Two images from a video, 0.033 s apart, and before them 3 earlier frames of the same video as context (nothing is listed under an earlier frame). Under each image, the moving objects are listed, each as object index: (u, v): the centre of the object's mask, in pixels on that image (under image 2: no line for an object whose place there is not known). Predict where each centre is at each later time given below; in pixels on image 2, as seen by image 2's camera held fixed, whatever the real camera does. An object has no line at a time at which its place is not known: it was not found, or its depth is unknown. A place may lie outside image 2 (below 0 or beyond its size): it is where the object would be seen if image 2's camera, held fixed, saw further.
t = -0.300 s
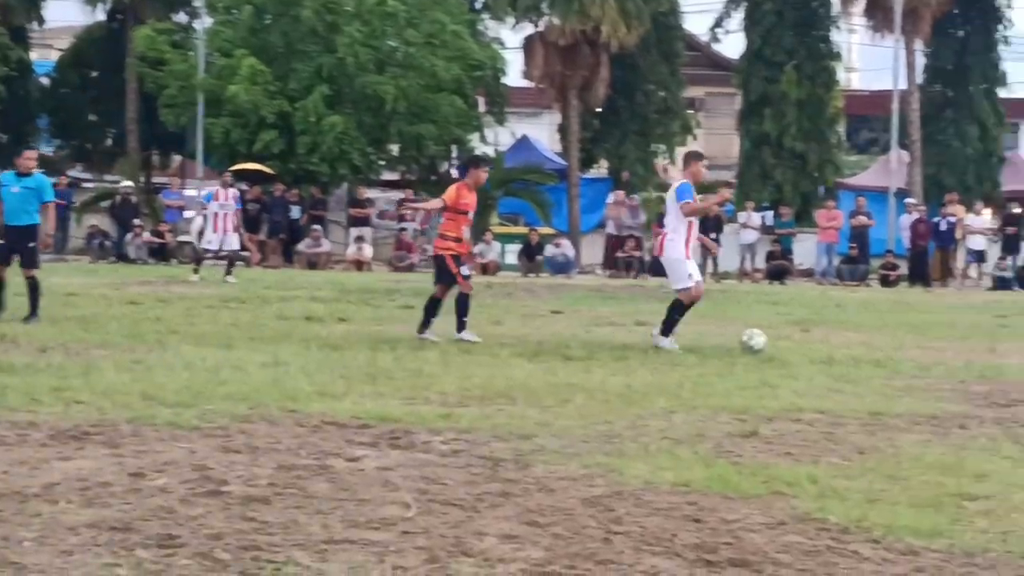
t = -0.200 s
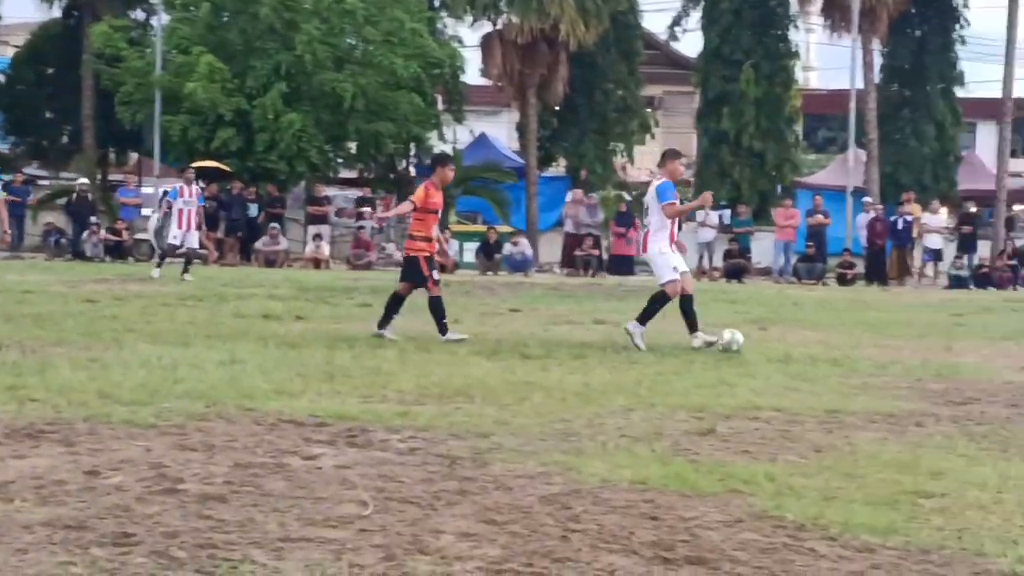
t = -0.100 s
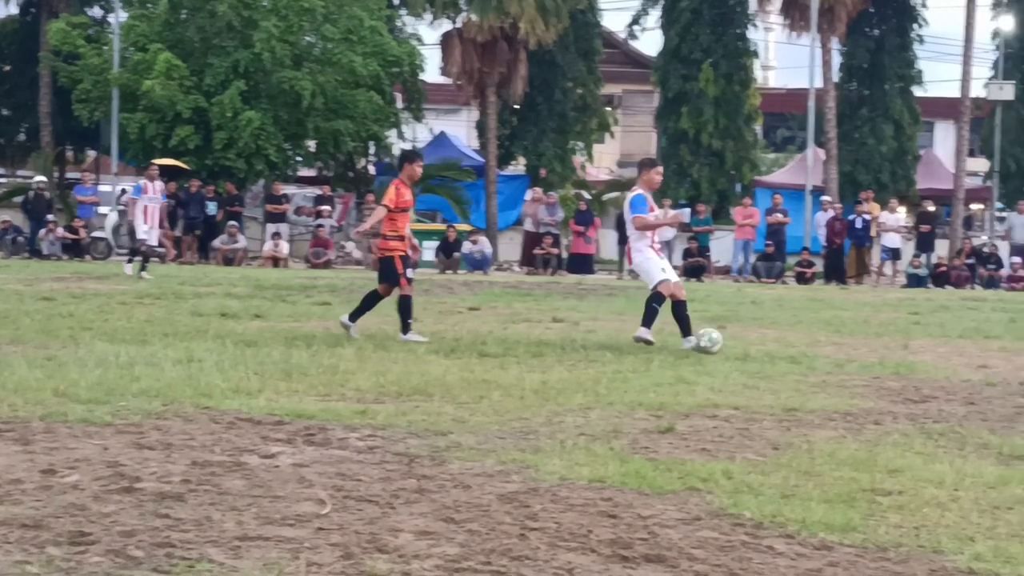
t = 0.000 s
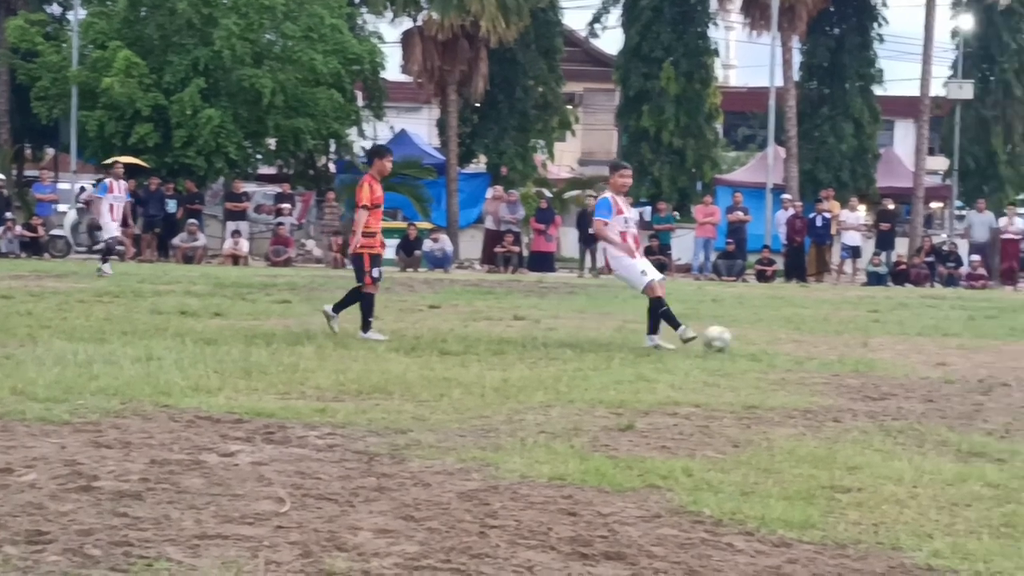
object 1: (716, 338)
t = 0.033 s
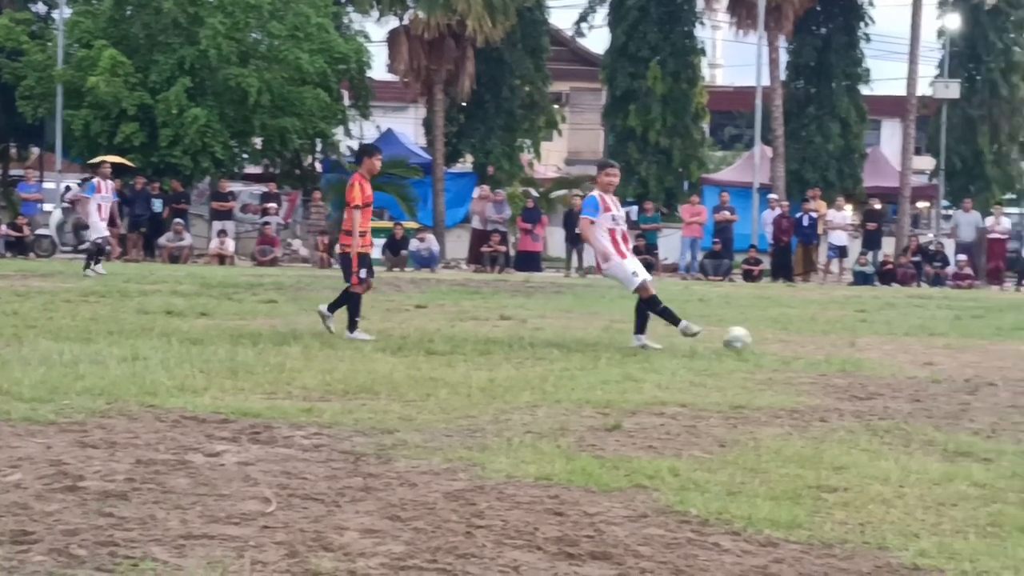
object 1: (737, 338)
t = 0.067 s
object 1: (765, 337)
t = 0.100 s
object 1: (792, 338)
